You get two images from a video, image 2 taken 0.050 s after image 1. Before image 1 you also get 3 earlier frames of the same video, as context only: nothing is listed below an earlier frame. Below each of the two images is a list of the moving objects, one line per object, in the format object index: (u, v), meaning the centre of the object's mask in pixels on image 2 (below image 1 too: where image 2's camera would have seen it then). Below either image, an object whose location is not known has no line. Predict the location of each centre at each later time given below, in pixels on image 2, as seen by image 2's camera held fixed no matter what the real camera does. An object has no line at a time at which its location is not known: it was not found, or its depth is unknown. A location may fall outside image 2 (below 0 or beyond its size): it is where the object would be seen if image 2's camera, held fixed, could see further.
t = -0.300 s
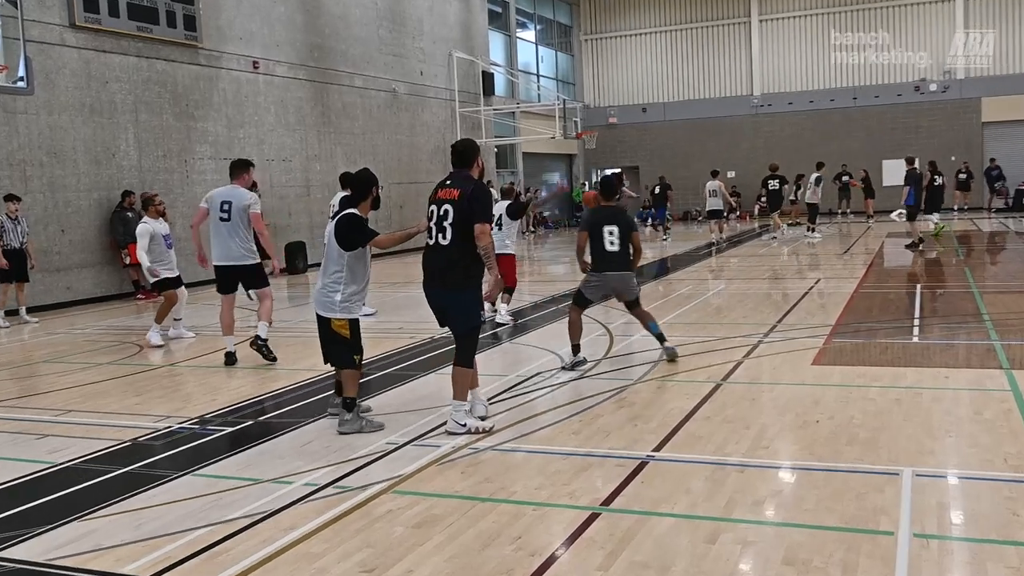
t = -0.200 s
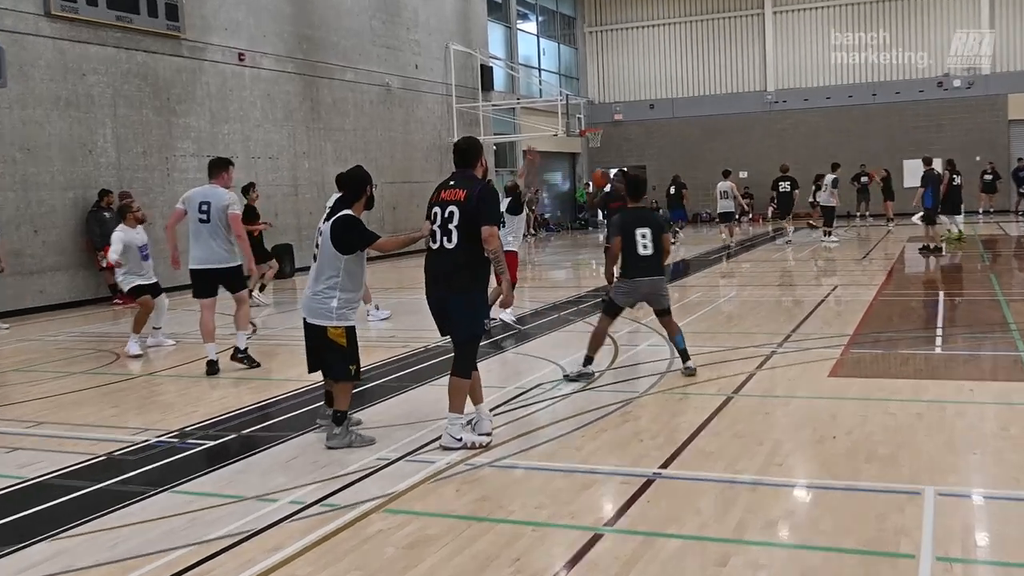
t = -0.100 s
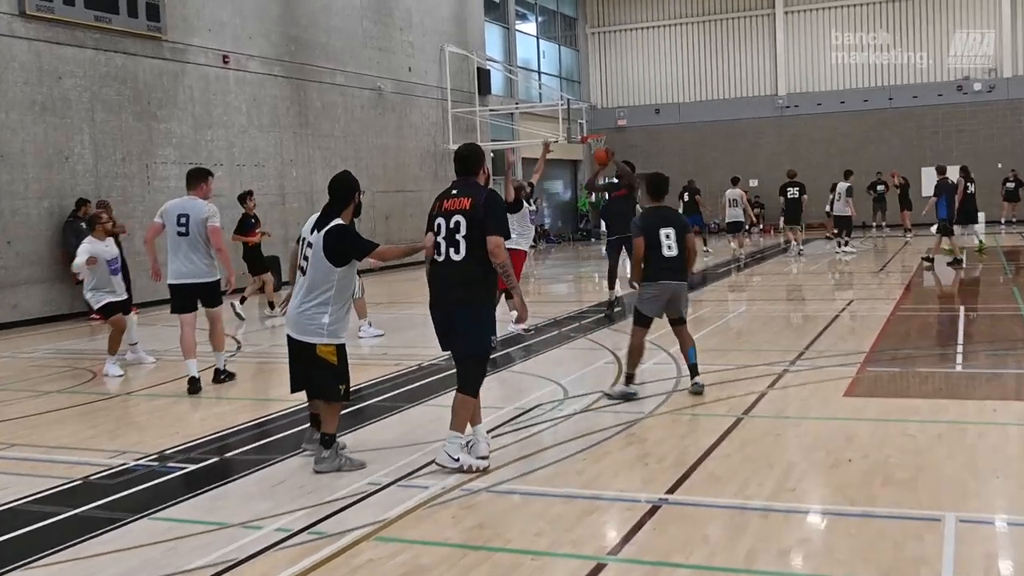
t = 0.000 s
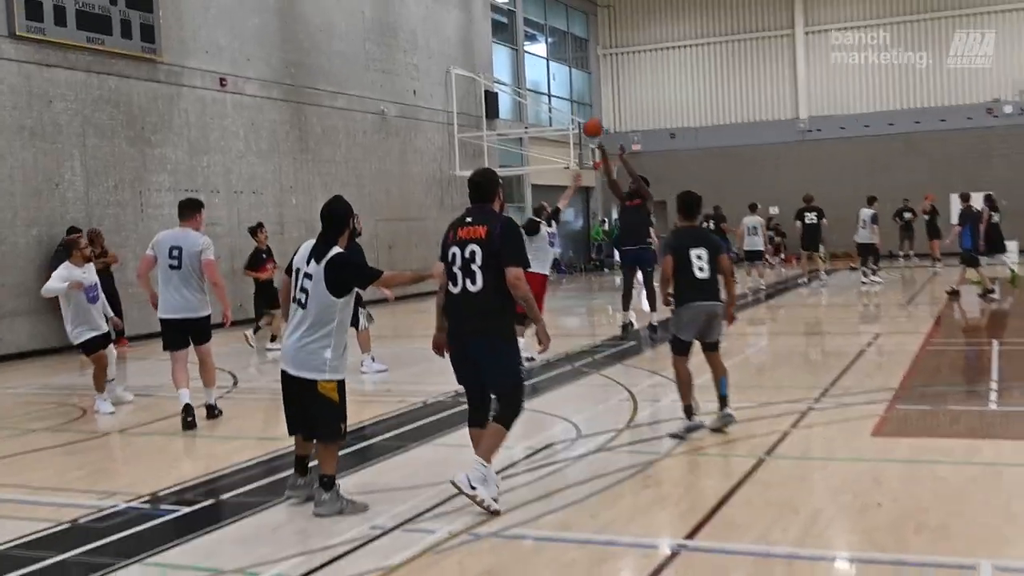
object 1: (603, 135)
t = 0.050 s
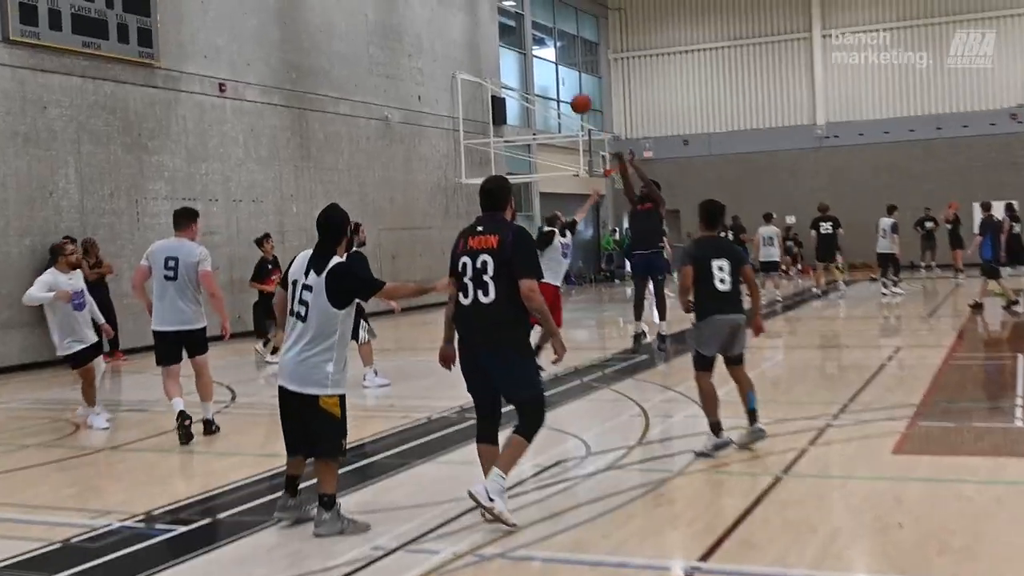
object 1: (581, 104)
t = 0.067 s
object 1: (573, 94)
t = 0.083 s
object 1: (565, 84)
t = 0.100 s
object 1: (558, 73)
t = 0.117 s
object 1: (550, 64)
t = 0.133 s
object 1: (542, 55)
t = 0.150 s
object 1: (534, 46)
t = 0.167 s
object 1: (526, 37)
